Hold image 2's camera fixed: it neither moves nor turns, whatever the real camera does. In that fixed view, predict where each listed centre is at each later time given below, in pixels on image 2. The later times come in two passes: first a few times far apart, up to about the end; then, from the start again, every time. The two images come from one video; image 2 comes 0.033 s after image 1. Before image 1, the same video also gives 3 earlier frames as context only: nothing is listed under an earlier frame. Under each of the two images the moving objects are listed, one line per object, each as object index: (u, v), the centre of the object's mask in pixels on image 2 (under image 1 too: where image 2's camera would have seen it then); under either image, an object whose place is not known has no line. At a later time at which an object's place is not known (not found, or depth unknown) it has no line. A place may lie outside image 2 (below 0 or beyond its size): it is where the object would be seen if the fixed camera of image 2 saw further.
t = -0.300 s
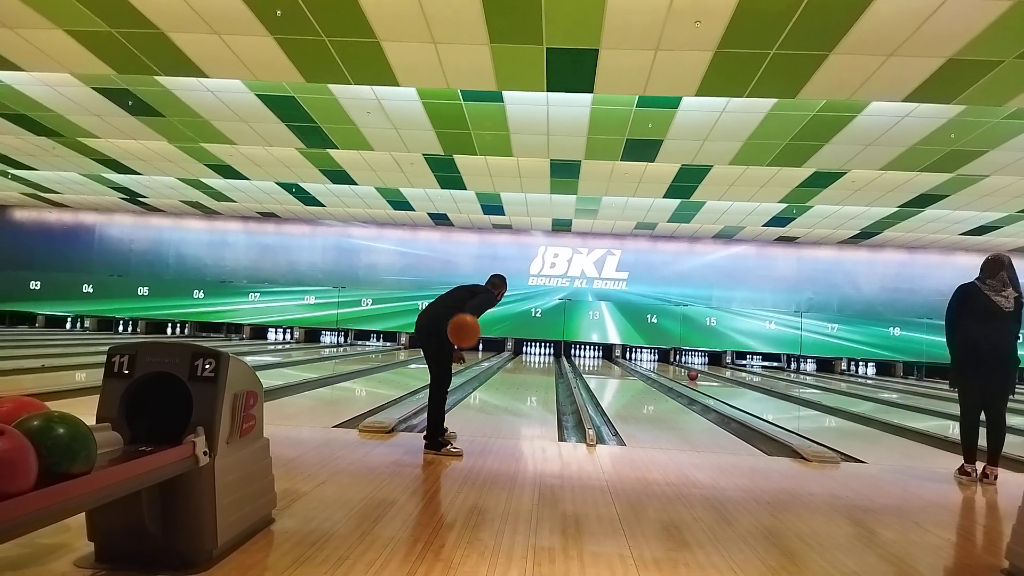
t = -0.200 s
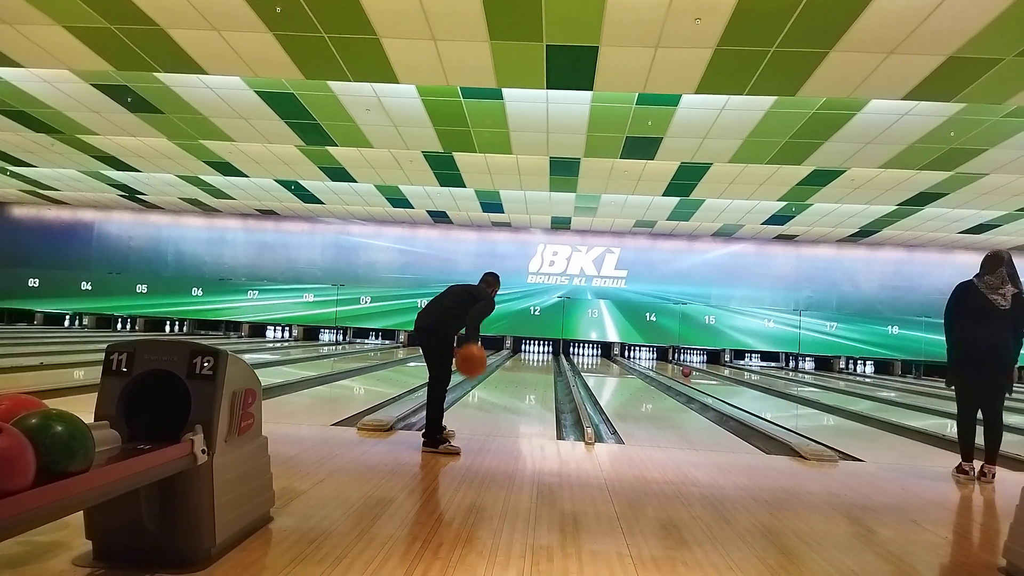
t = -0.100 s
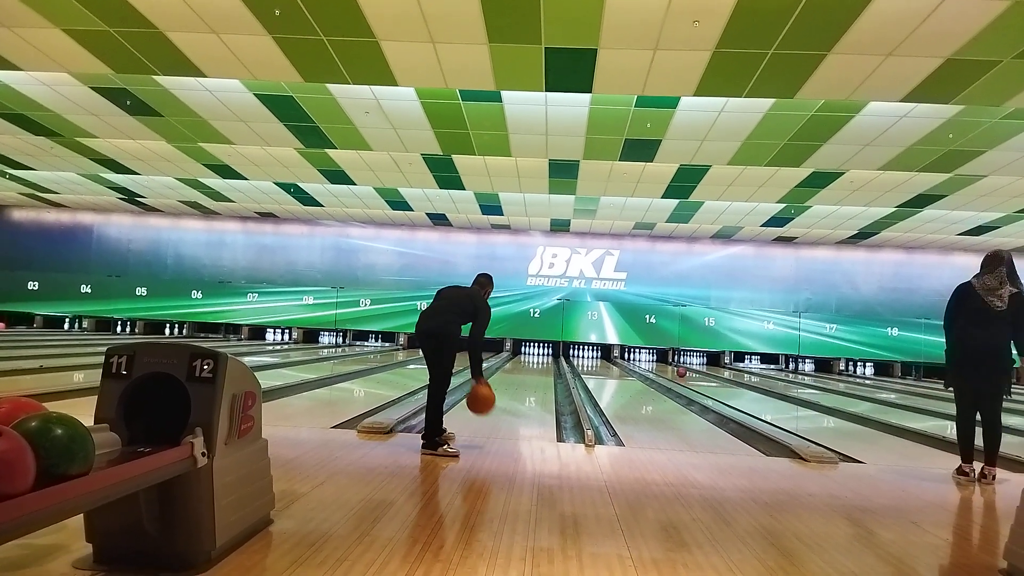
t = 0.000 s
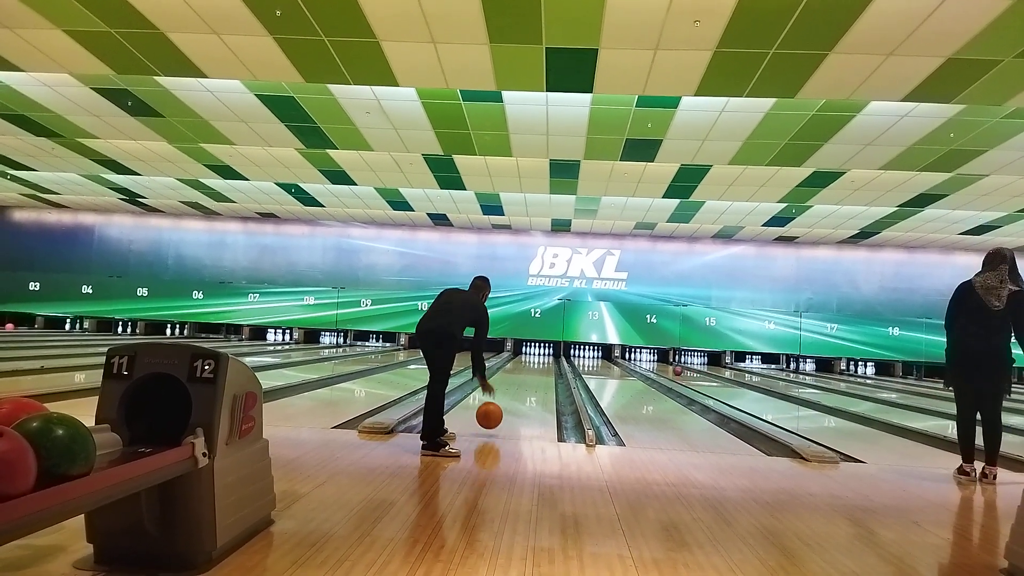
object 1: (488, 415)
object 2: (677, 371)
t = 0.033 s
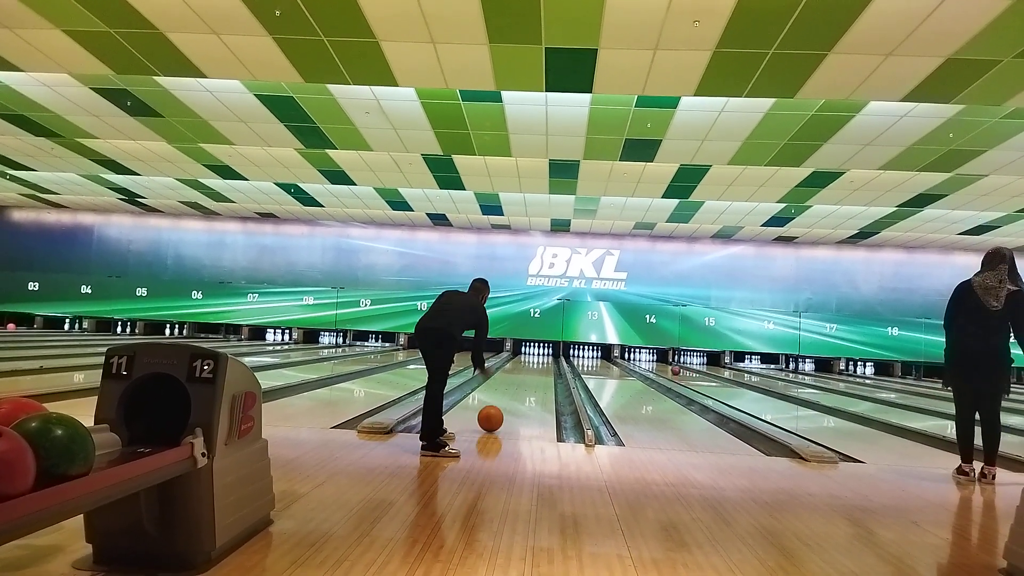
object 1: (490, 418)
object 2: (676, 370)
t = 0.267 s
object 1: (502, 402)
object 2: (667, 368)
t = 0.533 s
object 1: (510, 389)
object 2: (658, 365)
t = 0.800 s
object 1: (516, 380)
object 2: (651, 363)
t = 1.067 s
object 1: (520, 374)
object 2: (645, 361)
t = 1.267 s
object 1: (522, 370)
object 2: (640, 360)
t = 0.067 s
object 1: (492, 415)
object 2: (675, 370)
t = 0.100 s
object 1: (494, 412)
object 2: (673, 369)
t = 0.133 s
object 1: (496, 410)
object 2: (672, 369)
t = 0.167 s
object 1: (498, 408)
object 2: (671, 369)
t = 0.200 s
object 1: (499, 406)
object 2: (669, 368)
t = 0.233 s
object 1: (501, 404)
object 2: (668, 368)
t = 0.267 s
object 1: (502, 402)
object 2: (667, 368)
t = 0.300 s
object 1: (503, 400)
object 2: (665, 367)
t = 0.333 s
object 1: (504, 398)
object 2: (664, 367)
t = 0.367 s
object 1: (506, 396)
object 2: (663, 367)
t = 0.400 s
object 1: (507, 395)
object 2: (662, 367)
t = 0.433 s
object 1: (508, 393)
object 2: (661, 366)
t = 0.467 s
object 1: (508, 392)
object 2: (660, 366)
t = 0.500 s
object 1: (510, 391)
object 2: (659, 366)
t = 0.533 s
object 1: (510, 389)
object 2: (658, 365)
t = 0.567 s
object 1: (511, 388)
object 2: (657, 365)
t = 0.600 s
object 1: (512, 386)
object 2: (656, 365)
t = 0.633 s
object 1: (513, 385)
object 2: (655, 364)
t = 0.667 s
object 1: (513, 384)
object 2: (654, 364)
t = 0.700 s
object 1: (514, 383)
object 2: (653, 364)
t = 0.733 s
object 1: (515, 382)
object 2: (653, 364)
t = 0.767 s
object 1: (515, 381)
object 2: (652, 363)
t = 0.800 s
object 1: (516, 380)
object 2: (651, 363)
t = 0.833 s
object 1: (517, 379)
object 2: (650, 363)
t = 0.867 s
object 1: (517, 379)
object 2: (650, 363)
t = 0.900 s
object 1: (518, 378)
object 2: (649, 362)
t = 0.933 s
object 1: (518, 377)
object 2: (648, 362)
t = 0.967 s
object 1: (519, 376)
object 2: (647, 362)
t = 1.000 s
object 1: (519, 376)
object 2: (646, 362)
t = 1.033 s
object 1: (519, 375)
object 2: (646, 362)
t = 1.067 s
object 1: (520, 374)
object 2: (645, 361)
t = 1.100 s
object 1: (520, 374)
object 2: (644, 361)
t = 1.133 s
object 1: (521, 373)
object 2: (643, 361)
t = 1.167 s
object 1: (521, 372)
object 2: (643, 361)
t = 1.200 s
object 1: (521, 371)
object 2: (642, 361)
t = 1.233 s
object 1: (522, 371)
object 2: (641, 360)
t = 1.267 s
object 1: (522, 370)
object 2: (640, 360)
